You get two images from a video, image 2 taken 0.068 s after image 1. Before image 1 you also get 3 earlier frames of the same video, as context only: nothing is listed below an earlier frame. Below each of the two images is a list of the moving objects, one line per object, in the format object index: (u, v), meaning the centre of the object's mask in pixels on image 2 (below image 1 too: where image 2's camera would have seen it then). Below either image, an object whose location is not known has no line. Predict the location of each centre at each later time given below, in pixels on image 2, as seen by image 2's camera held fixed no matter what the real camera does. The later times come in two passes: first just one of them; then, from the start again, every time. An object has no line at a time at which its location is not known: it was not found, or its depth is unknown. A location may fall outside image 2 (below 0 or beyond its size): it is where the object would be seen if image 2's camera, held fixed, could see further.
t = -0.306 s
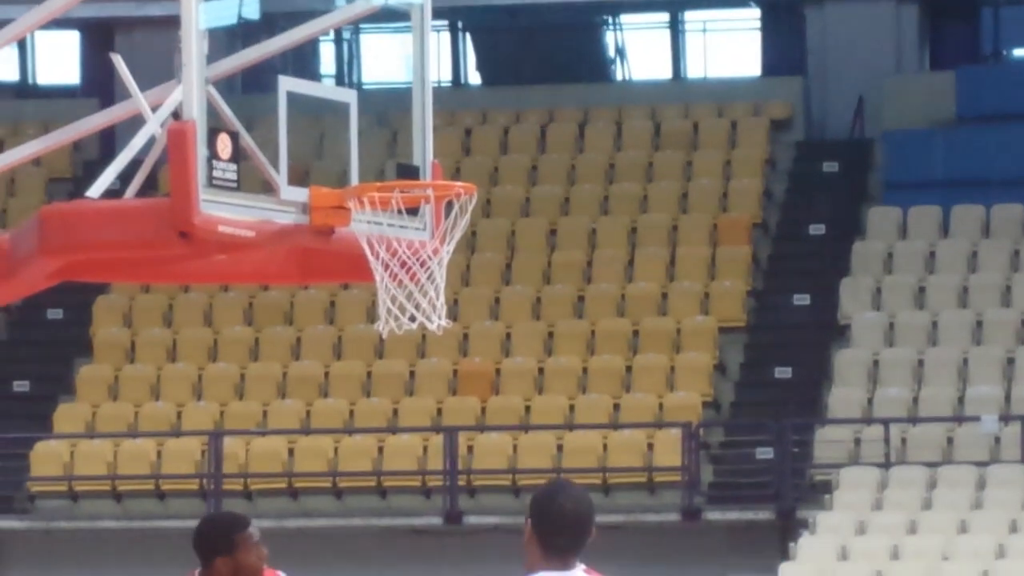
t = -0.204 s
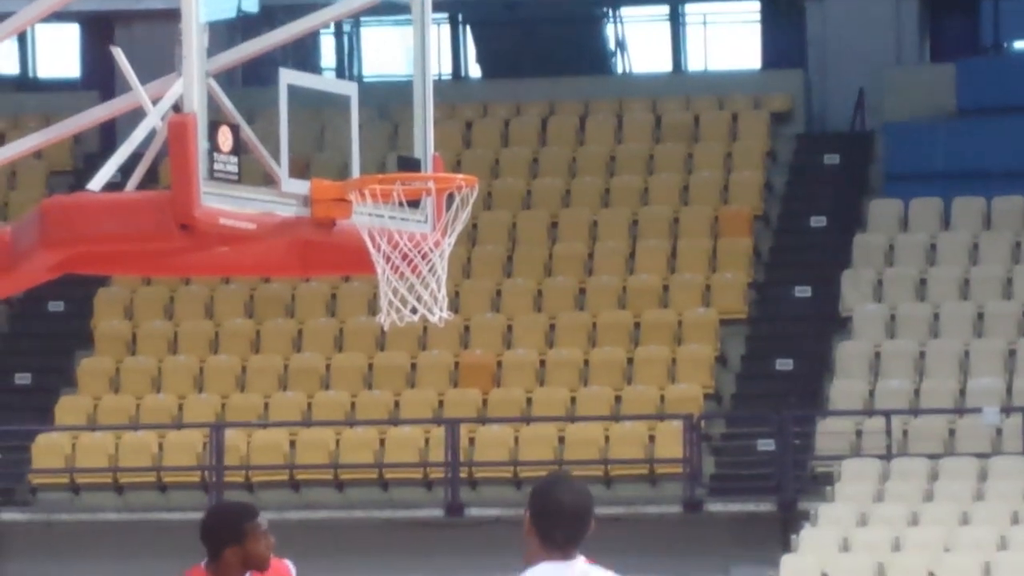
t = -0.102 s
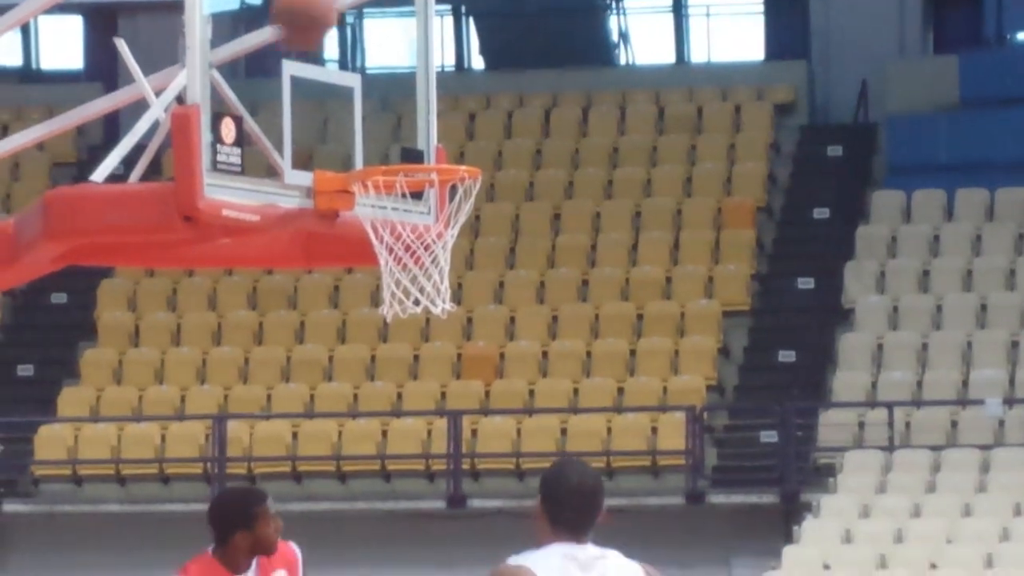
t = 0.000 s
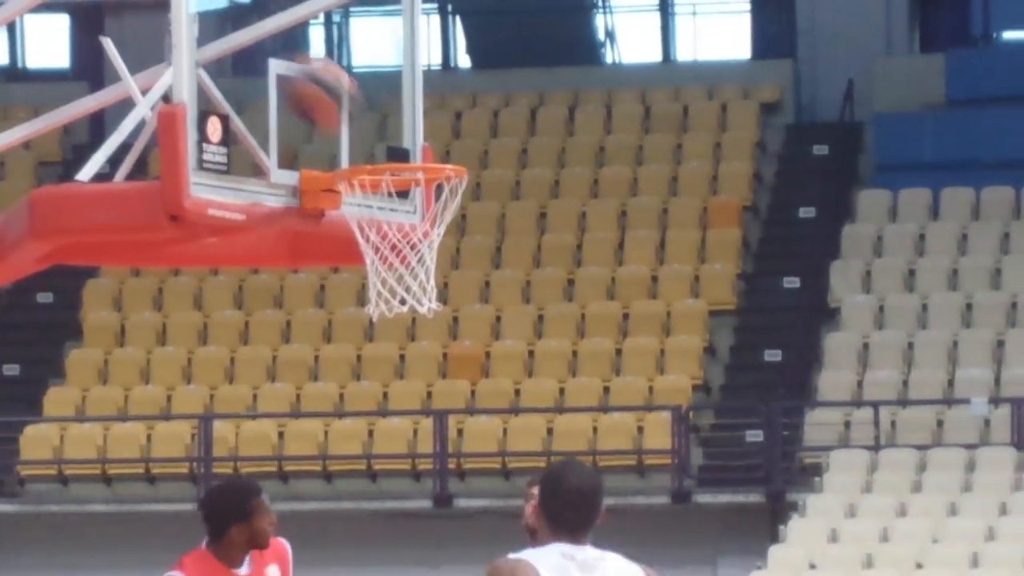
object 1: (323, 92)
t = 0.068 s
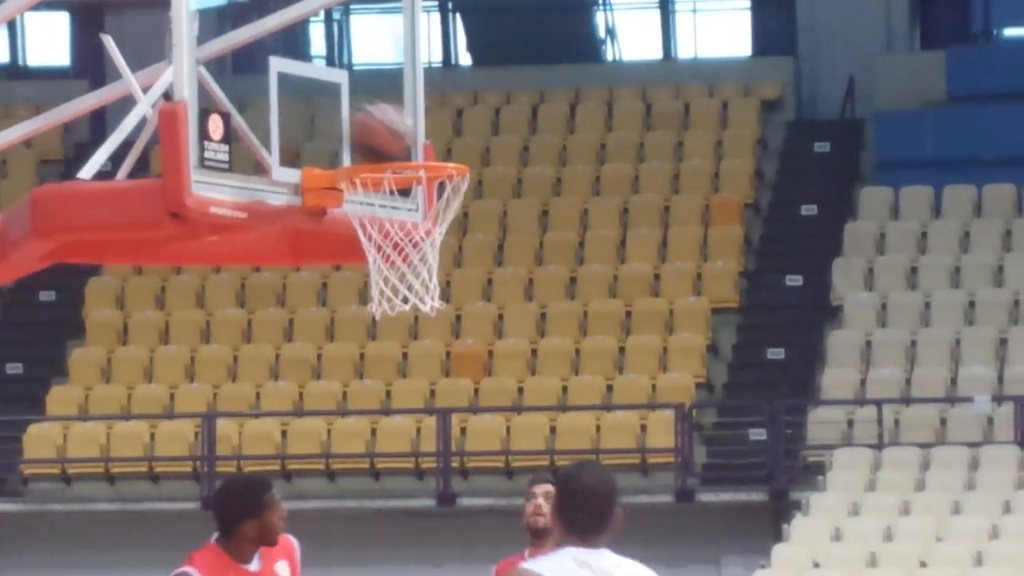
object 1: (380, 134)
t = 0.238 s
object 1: (500, 123)
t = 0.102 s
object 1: (405, 134)
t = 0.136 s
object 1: (429, 134)
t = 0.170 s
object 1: (458, 135)
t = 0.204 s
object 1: (477, 130)
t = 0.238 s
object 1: (500, 123)
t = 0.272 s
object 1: (519, 119)
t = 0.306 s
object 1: (539, 118)
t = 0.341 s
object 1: (565, 120)
